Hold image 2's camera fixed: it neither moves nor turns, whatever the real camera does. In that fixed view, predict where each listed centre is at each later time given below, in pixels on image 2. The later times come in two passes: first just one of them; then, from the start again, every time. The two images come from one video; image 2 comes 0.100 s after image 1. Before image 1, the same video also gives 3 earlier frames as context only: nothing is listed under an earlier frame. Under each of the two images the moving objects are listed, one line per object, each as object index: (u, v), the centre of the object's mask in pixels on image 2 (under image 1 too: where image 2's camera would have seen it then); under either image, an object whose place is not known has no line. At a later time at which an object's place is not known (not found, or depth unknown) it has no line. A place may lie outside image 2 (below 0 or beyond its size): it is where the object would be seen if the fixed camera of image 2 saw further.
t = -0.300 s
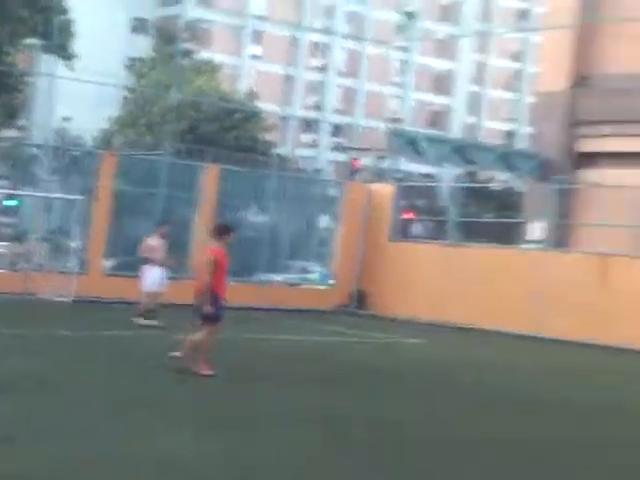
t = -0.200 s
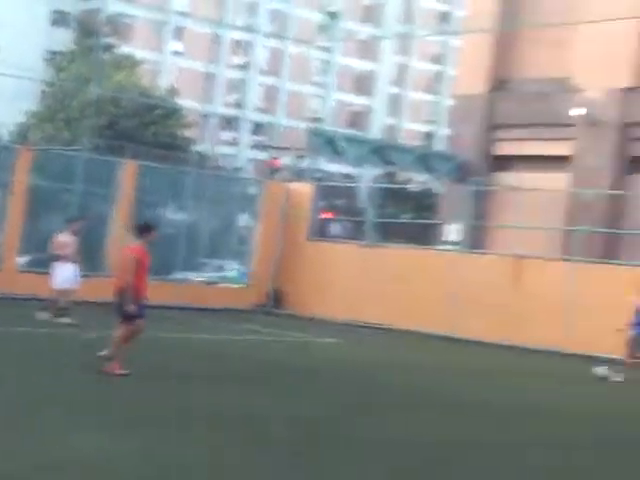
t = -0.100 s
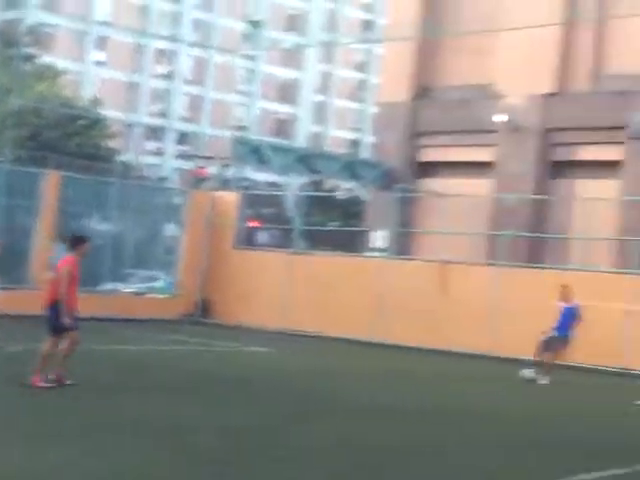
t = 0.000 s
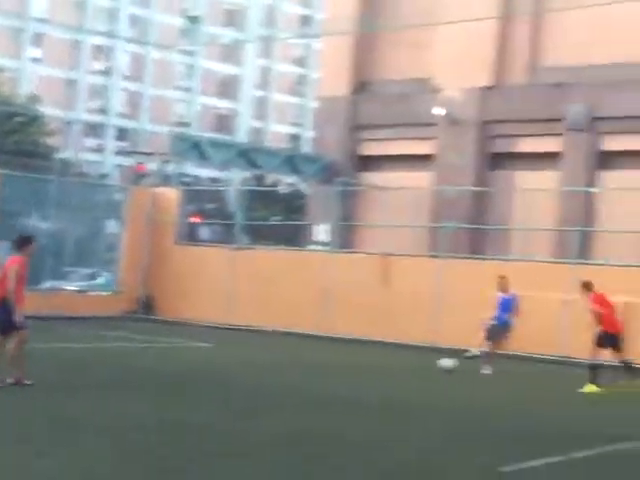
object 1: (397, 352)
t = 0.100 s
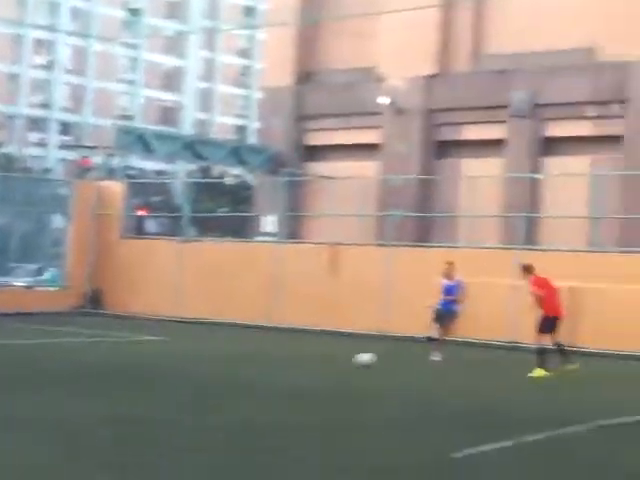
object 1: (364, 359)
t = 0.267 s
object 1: (309, 368)
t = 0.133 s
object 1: (353, 364)
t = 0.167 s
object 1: (343, 366)
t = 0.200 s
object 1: (331, 364)
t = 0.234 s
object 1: (322, 366)
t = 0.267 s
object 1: (309, 368)
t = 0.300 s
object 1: (296, 371)
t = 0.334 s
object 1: (284, 377)
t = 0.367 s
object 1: (272, 377)
